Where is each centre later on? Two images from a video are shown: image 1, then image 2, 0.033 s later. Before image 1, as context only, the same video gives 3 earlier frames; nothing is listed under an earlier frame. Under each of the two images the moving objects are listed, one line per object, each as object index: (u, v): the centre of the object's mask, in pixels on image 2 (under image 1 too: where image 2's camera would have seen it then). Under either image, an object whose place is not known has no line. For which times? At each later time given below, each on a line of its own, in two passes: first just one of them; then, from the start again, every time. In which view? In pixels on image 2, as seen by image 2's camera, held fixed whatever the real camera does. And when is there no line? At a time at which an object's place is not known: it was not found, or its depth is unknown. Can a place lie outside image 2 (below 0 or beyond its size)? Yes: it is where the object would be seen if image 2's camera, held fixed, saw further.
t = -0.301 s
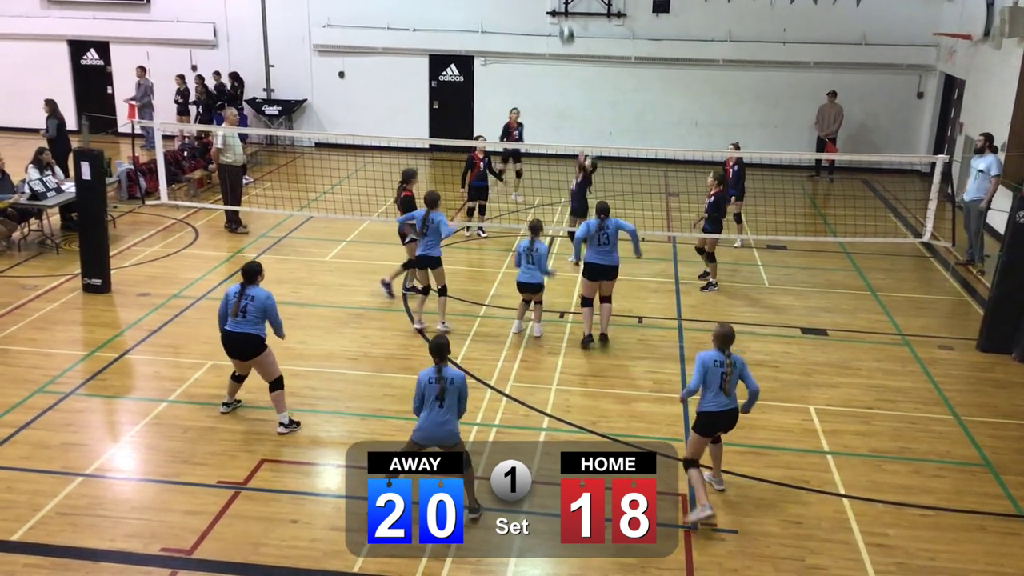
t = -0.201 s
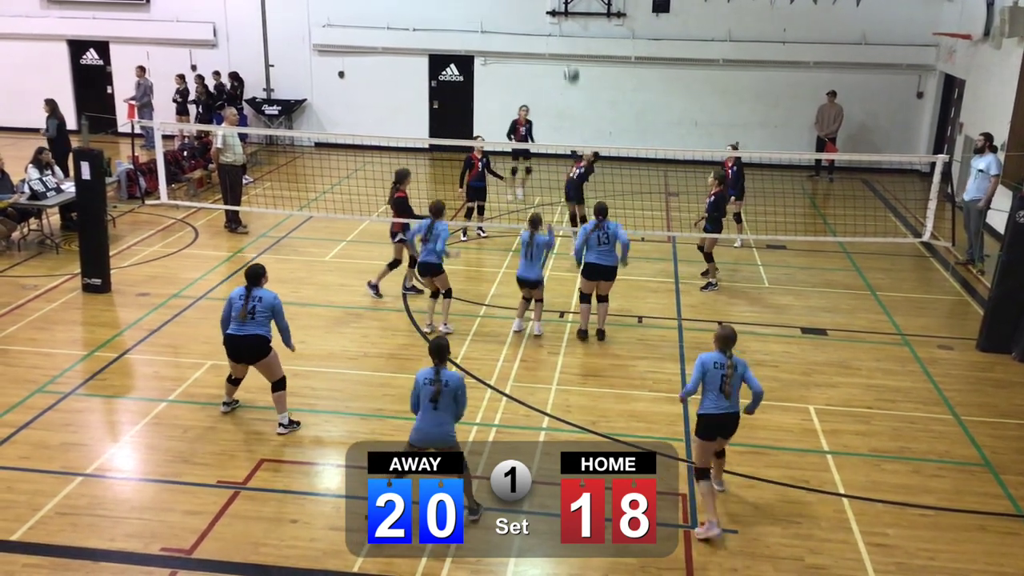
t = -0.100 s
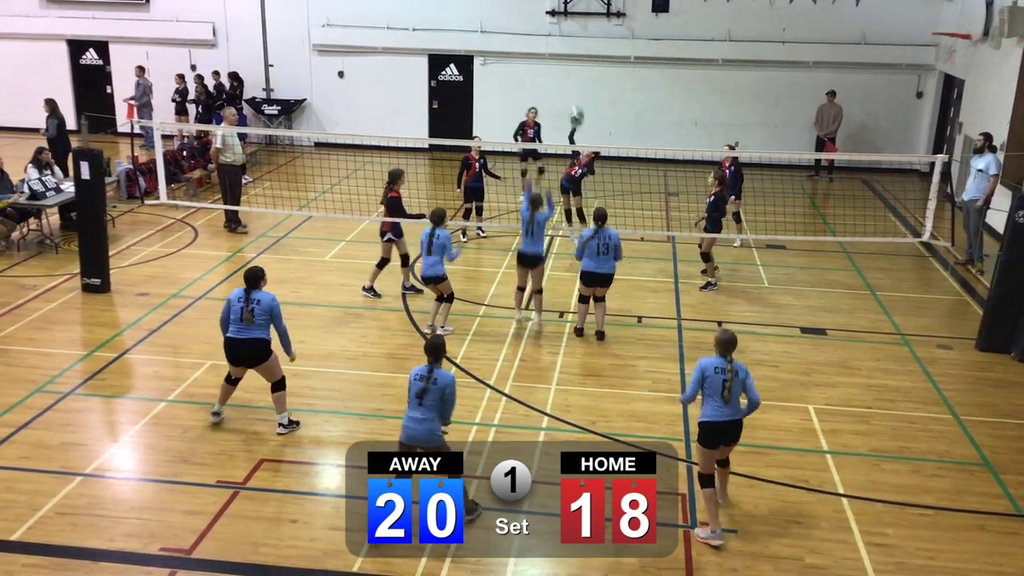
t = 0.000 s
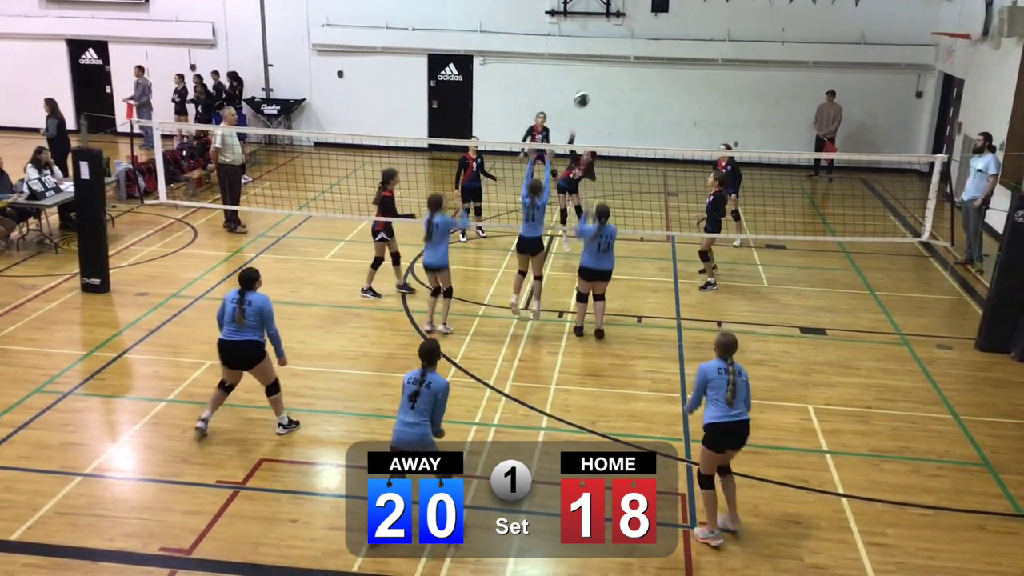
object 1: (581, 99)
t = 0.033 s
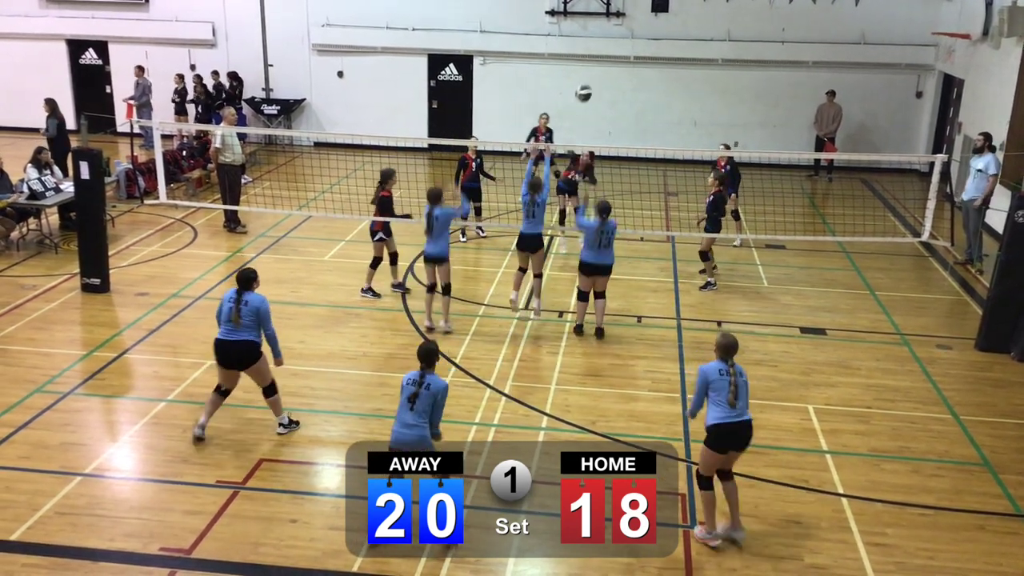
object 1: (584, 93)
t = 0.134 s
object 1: (591, 78)
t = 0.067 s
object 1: (586, 87)
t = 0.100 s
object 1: (588, 82)
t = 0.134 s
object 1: (591, 78)
